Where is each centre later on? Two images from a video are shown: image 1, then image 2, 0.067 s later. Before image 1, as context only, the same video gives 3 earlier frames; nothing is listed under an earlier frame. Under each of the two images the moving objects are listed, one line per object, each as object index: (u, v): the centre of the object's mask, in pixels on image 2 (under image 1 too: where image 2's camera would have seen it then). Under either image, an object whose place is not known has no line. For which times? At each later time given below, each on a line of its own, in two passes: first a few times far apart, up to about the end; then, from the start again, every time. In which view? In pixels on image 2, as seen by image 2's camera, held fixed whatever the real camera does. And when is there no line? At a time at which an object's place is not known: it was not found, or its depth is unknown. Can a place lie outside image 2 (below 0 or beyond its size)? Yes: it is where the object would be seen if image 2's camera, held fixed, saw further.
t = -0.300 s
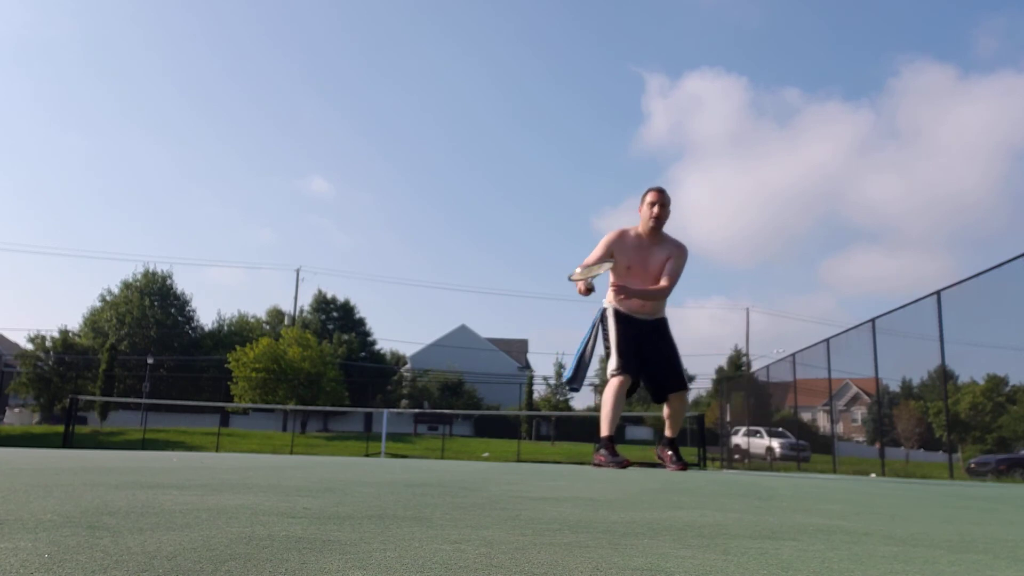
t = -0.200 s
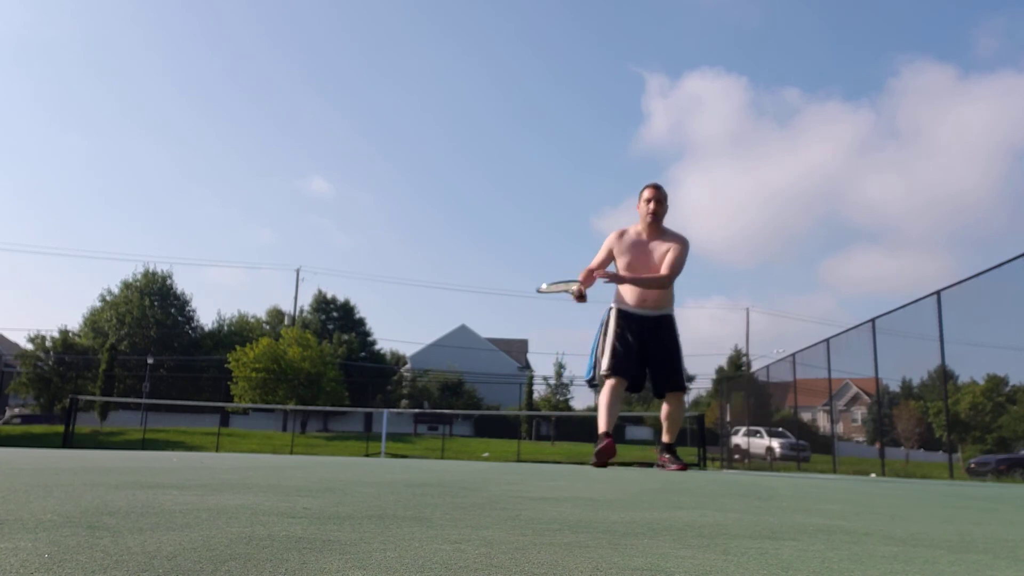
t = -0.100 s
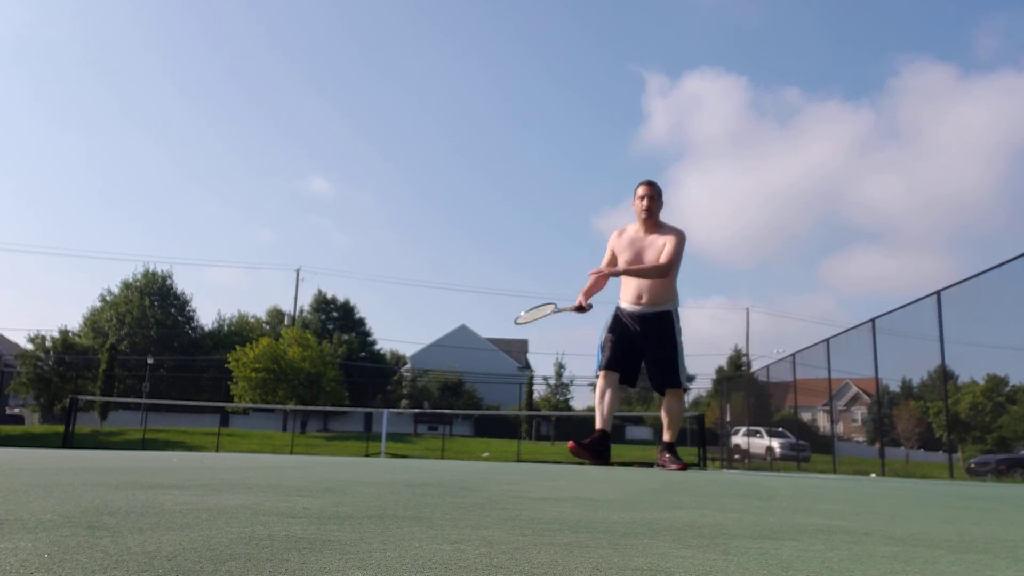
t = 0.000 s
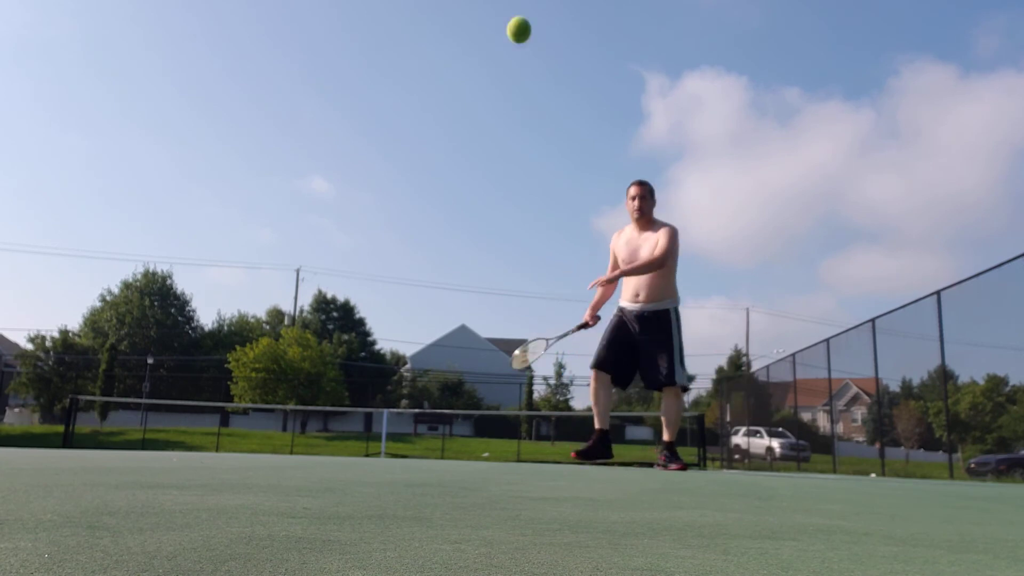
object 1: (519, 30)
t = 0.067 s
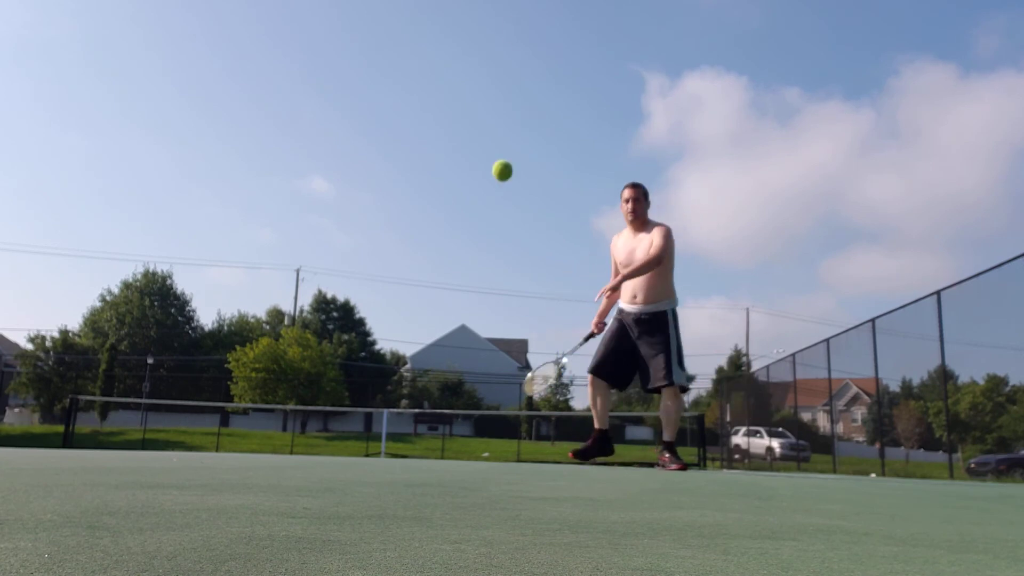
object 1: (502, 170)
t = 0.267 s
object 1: (473, 446)
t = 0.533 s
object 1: (479, 304)
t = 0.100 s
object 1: (496, 230)
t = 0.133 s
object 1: (490, 285)
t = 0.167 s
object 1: (484, 337)
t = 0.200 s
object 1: (480, 386)
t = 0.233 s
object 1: (476, 432)
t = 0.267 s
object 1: (473, 446)
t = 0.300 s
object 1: (475, 417)
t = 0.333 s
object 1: (476, 391)
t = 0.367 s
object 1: (476, 368)
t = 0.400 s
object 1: (477, 350)
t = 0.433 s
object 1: (478, 334)
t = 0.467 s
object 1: (479, 322)
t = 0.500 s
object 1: (479, 312)
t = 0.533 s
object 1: (479, 304)
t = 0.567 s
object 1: (479, 299)
